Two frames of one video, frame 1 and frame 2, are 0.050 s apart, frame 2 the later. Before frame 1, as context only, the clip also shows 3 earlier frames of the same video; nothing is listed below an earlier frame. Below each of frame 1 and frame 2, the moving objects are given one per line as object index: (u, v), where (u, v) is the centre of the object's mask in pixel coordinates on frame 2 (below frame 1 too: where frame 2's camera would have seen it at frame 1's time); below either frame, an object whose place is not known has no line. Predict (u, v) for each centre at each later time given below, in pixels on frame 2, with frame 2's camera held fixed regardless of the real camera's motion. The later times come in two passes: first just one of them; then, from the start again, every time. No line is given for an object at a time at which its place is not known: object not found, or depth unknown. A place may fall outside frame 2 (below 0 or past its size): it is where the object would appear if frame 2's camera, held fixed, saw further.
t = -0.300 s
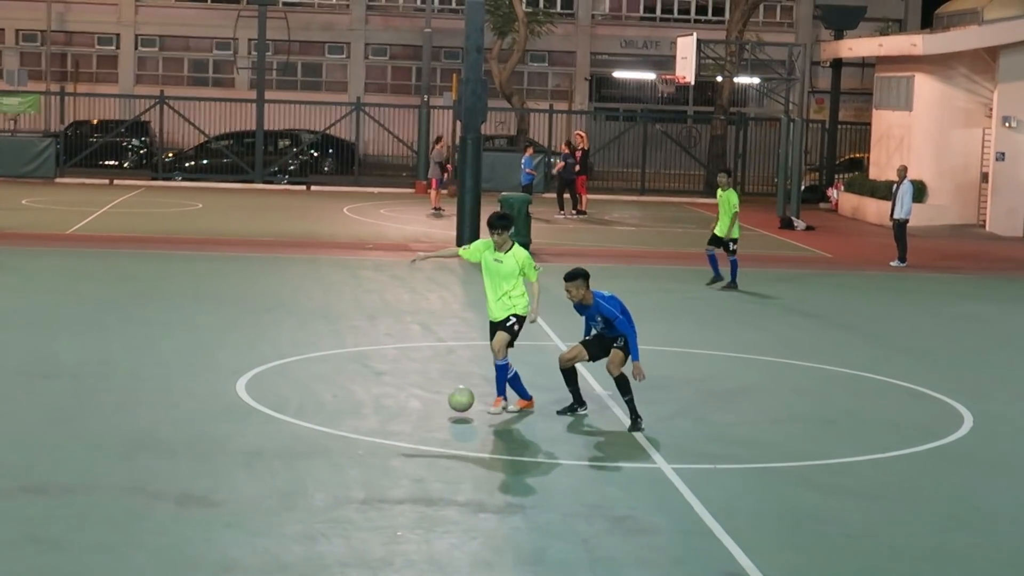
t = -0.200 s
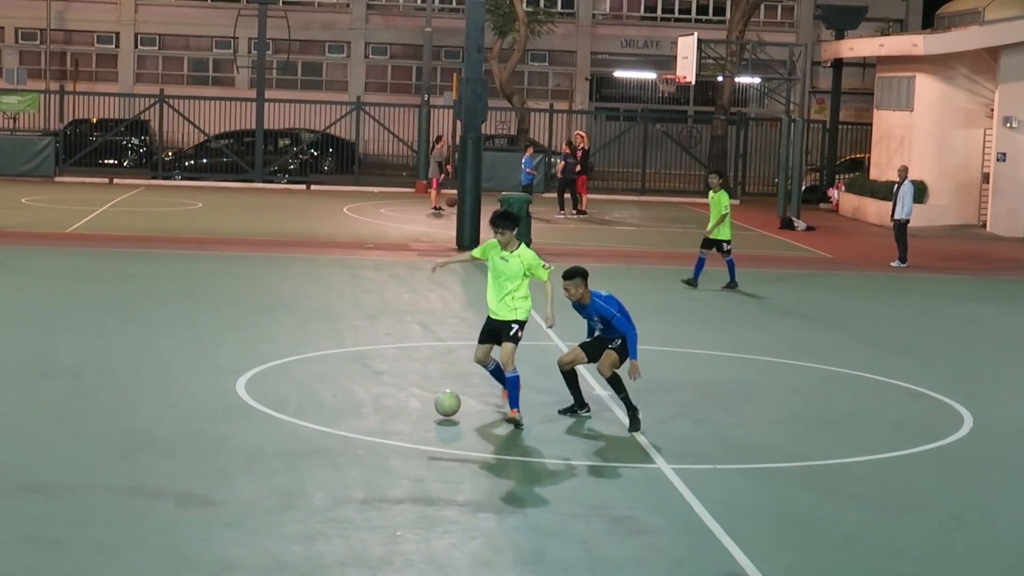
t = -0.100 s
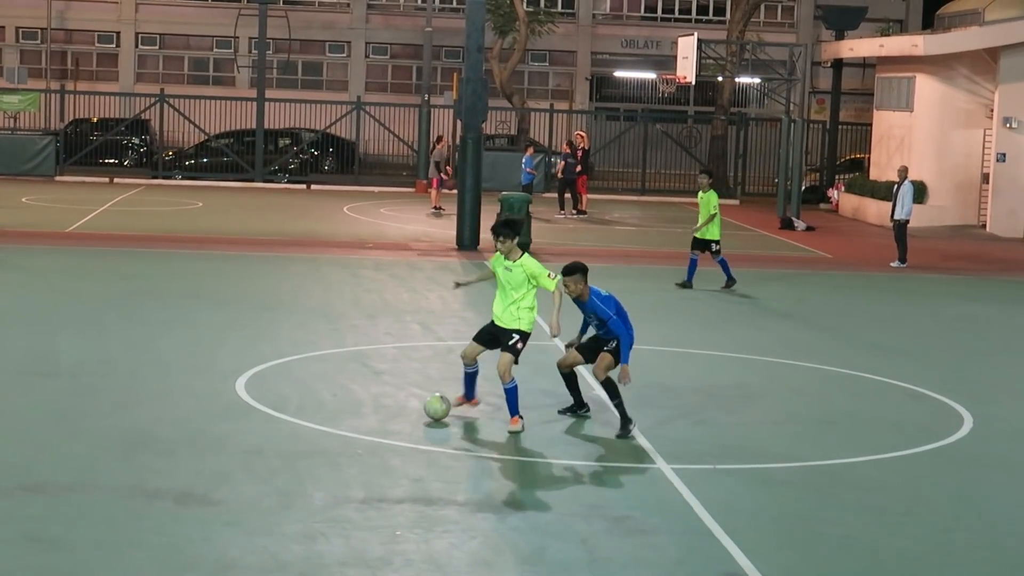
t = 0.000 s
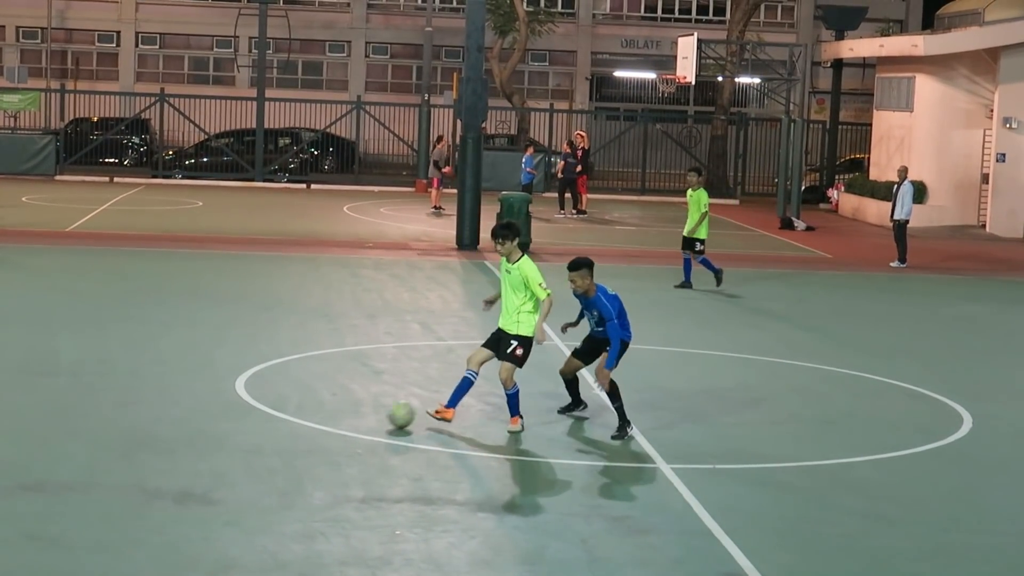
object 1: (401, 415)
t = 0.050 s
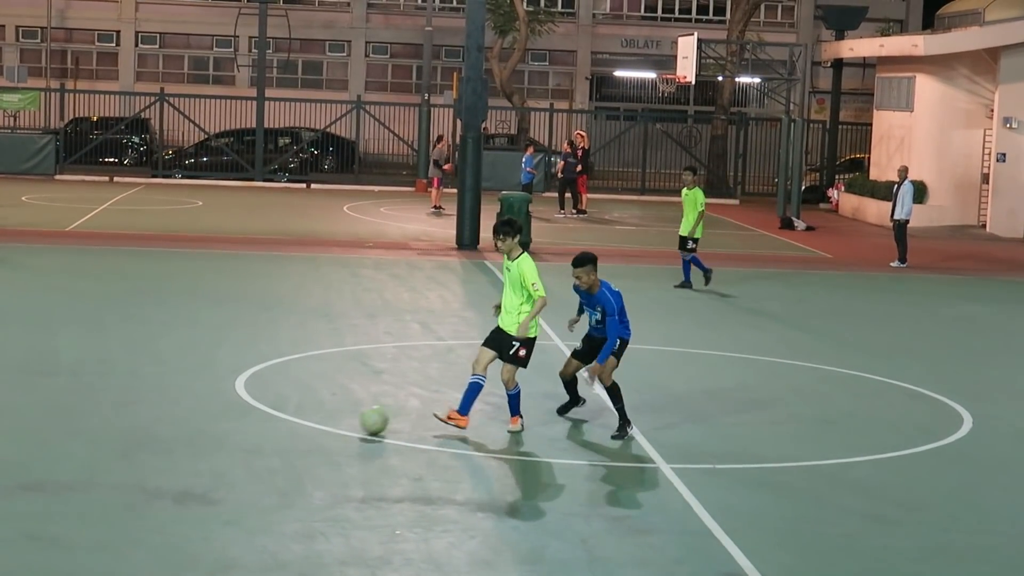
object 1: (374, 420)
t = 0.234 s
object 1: (282, 440)
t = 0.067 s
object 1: (366, 422)
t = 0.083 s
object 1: (357, 424)
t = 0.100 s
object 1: (348, 426)
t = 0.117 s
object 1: (339, 428)
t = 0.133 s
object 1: (331, 430)
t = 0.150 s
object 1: (322, 431)
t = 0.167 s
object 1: (314, 434)
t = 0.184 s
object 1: (306, 435)
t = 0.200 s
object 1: (298, 438)
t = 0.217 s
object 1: (290, 438)
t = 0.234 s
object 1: (282, 440)
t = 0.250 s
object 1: (273, 443)
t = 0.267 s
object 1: (265, 444)
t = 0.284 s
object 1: (257, 446)
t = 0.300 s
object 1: (250, 448)
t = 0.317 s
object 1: (242, 449)
